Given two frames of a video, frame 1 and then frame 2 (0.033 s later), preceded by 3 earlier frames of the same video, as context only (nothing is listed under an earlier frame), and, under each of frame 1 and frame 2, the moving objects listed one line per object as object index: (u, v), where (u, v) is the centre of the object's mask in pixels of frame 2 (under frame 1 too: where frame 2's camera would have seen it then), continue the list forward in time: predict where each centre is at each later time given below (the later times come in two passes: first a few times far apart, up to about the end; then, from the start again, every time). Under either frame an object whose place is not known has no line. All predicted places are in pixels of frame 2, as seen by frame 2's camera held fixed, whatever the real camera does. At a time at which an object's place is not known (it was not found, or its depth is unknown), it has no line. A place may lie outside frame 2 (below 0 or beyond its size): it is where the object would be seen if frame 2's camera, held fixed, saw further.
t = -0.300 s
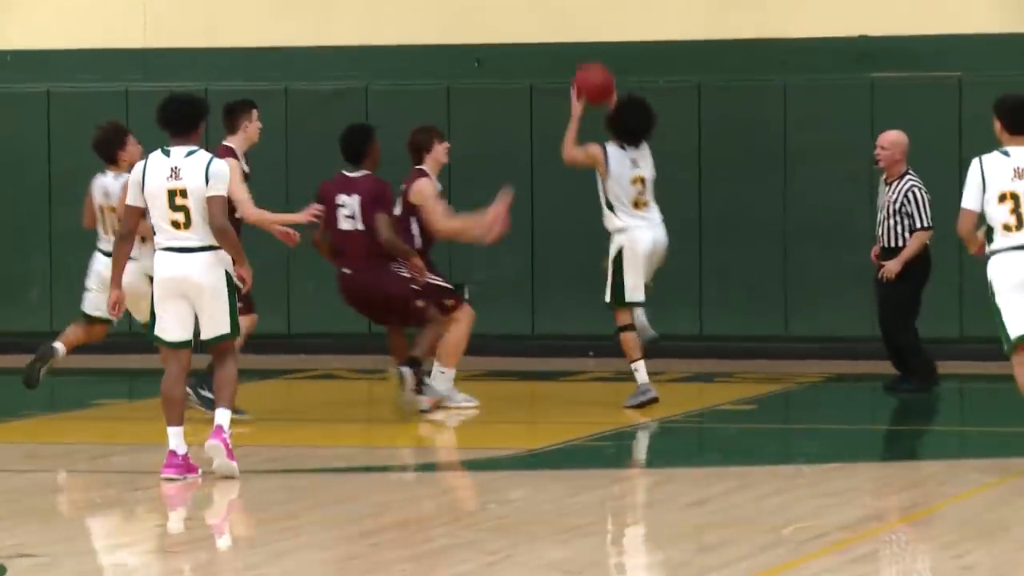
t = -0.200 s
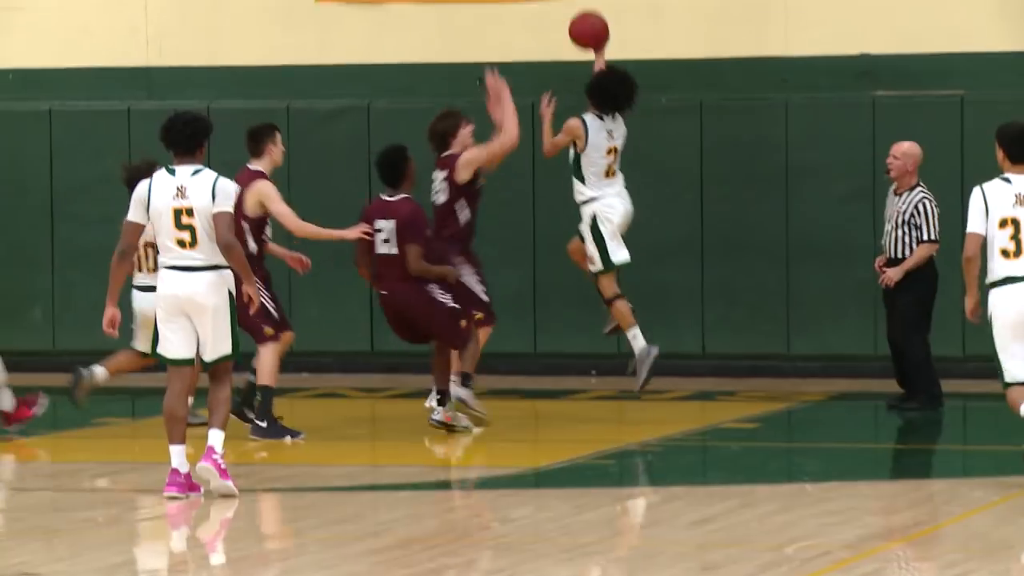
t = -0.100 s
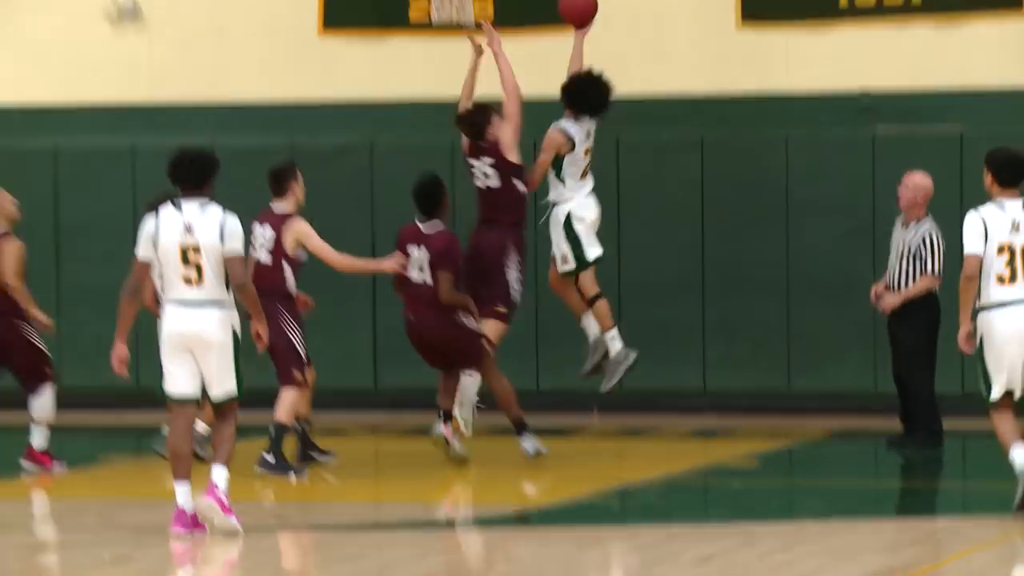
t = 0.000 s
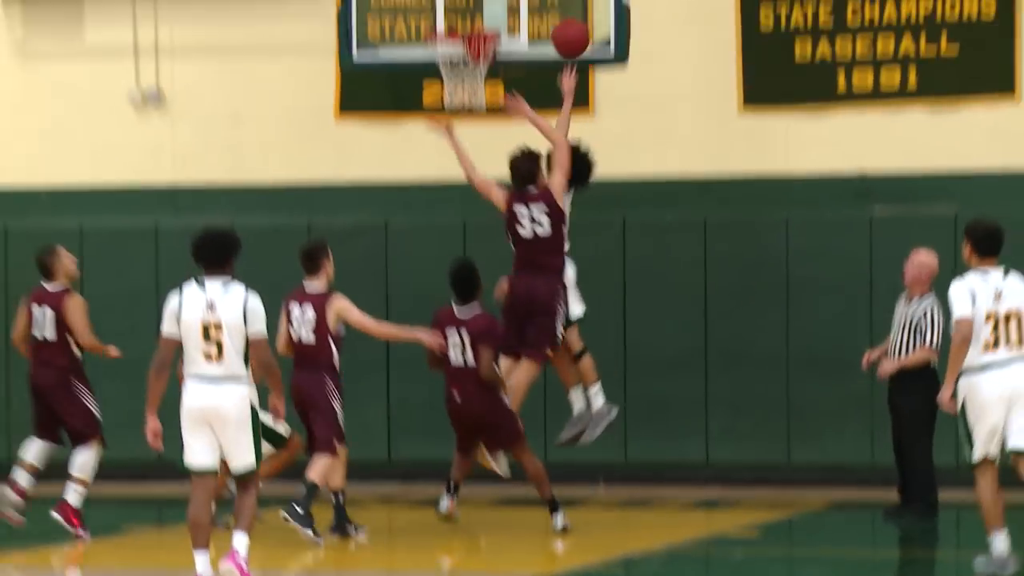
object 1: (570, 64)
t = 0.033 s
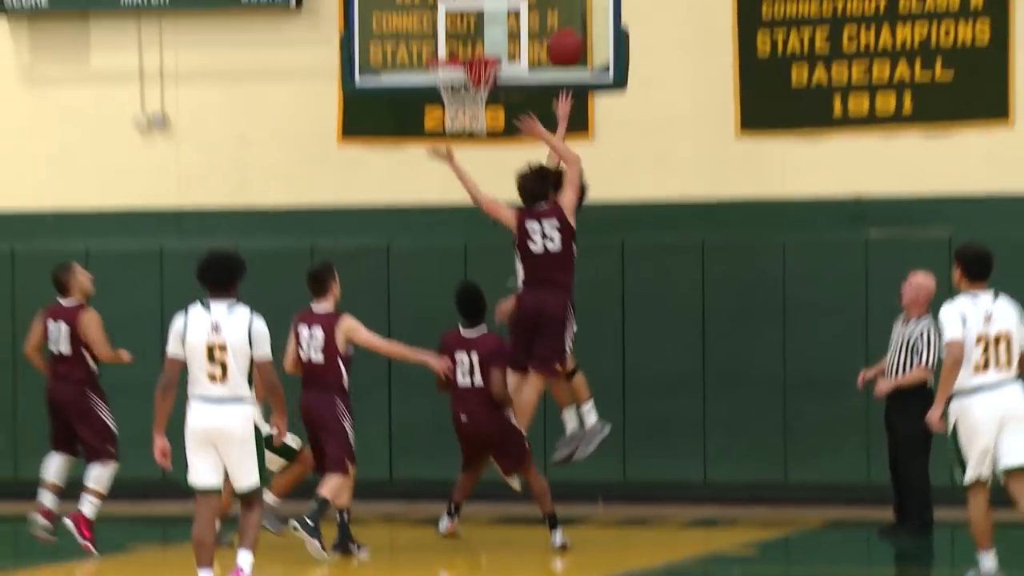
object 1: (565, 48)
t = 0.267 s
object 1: (528, -10)
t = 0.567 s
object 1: (480, 22)
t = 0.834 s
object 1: (451, 128)
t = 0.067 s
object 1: (560, 34)
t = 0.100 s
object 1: (555, 23)
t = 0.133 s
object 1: (550, 14)
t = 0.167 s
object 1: (544, 6)
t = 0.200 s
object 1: (539, 0)
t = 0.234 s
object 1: (535, -5)
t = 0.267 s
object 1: (528, -10)
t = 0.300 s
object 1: (524, -13)
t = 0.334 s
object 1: (517, -15)
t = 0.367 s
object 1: (512, -15)
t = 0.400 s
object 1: (507, -14)
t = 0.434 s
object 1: (501, -10)
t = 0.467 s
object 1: (496, -4)
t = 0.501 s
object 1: (491, 2)
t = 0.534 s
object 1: (485, 11)
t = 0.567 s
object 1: (480, 22)
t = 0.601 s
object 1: (474, 34)
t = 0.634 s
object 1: (468, 46)
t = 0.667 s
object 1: (462, 62)
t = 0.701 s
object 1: (459, 79)
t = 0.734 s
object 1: (453, 95)
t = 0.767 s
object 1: (450, 105)
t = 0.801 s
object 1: (451, 119)
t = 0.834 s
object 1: (451, 128)
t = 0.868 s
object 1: (449, 140)
